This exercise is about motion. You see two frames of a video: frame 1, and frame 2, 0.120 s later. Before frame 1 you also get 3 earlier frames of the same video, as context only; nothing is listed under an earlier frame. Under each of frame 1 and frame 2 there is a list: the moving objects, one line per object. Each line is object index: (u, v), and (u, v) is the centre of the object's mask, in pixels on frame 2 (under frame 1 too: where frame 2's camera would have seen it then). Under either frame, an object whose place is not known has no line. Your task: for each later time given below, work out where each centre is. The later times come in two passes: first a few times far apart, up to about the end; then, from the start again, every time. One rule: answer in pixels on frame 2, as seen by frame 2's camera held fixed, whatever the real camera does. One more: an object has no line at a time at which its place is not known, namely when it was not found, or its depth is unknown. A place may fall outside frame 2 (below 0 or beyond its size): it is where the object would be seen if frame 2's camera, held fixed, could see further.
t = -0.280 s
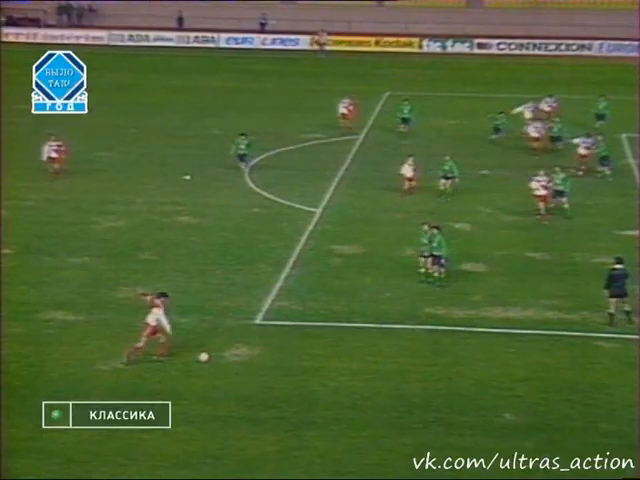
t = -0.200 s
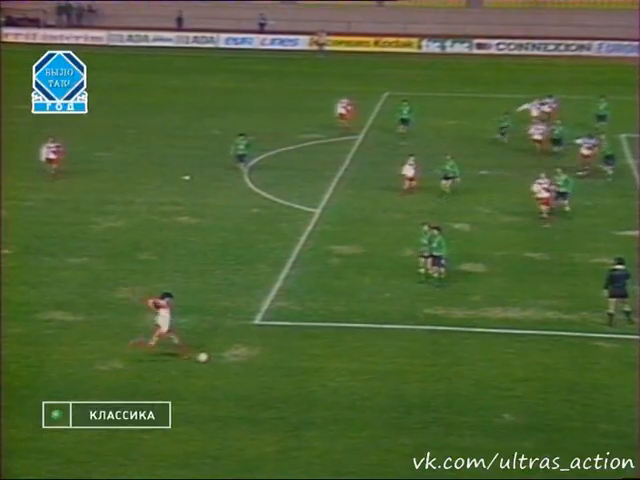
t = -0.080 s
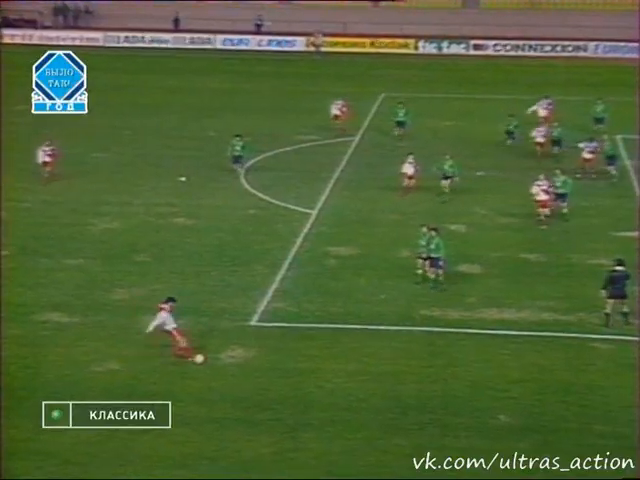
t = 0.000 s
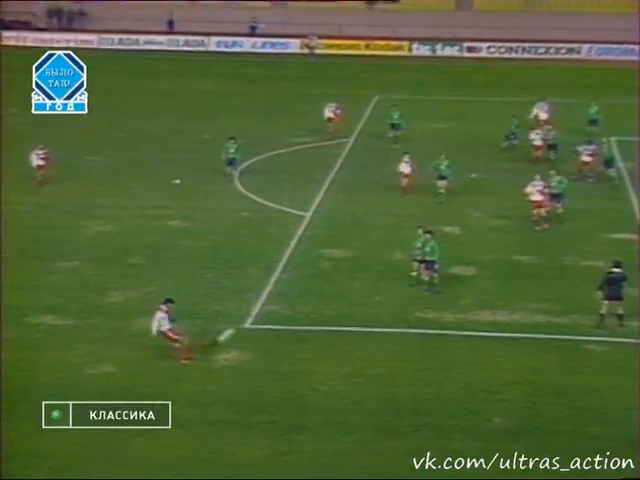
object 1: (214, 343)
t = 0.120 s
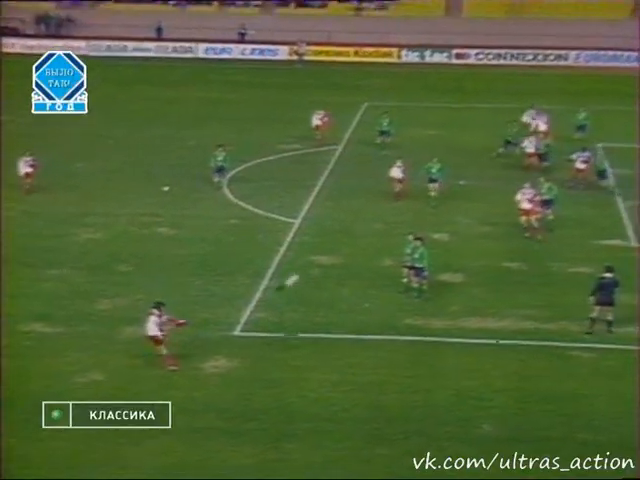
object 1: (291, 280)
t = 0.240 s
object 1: (354, 229)
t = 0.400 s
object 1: (421, 177)
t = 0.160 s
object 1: (313, 262)
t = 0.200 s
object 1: (334, 245)
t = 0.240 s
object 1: (354, 229)
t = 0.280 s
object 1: (372, 215)
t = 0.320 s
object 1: (389, 201)
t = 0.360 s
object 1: (405, 189)
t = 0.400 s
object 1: (421, 177)
